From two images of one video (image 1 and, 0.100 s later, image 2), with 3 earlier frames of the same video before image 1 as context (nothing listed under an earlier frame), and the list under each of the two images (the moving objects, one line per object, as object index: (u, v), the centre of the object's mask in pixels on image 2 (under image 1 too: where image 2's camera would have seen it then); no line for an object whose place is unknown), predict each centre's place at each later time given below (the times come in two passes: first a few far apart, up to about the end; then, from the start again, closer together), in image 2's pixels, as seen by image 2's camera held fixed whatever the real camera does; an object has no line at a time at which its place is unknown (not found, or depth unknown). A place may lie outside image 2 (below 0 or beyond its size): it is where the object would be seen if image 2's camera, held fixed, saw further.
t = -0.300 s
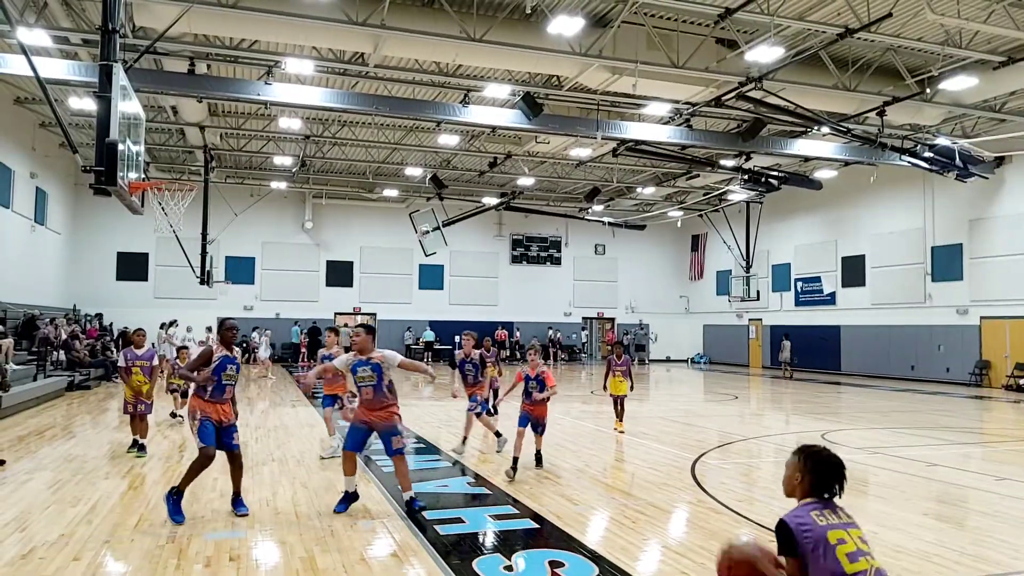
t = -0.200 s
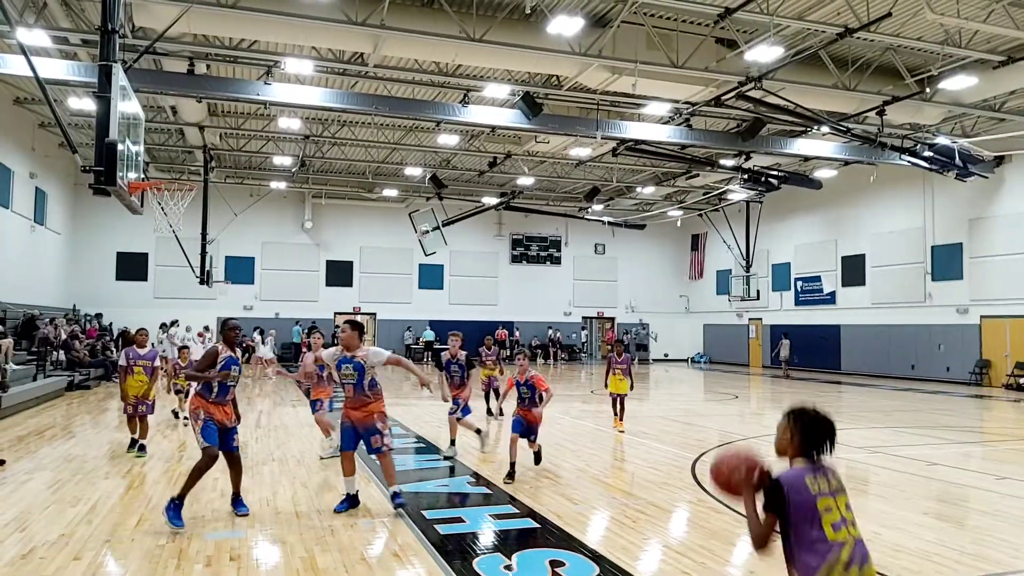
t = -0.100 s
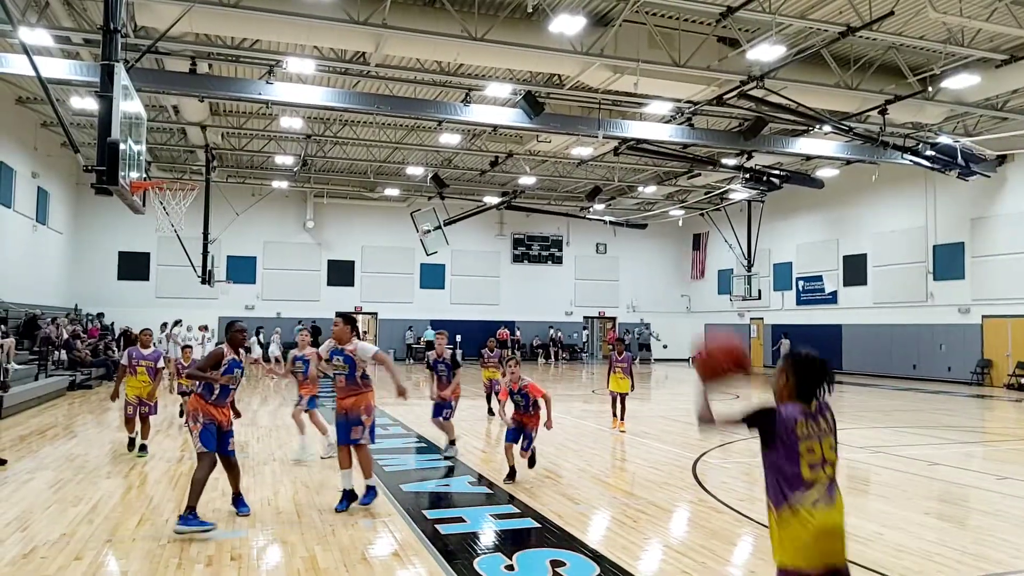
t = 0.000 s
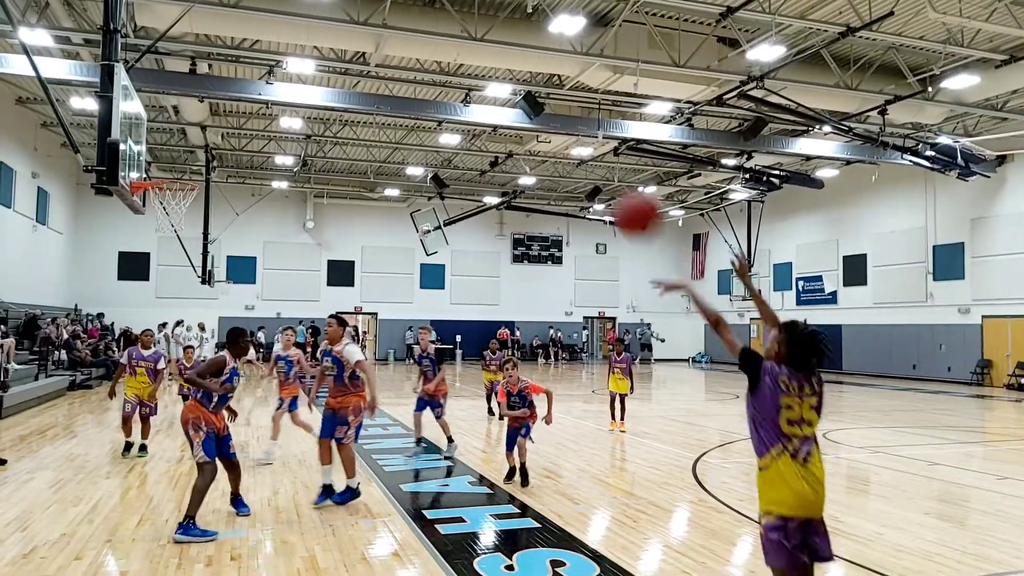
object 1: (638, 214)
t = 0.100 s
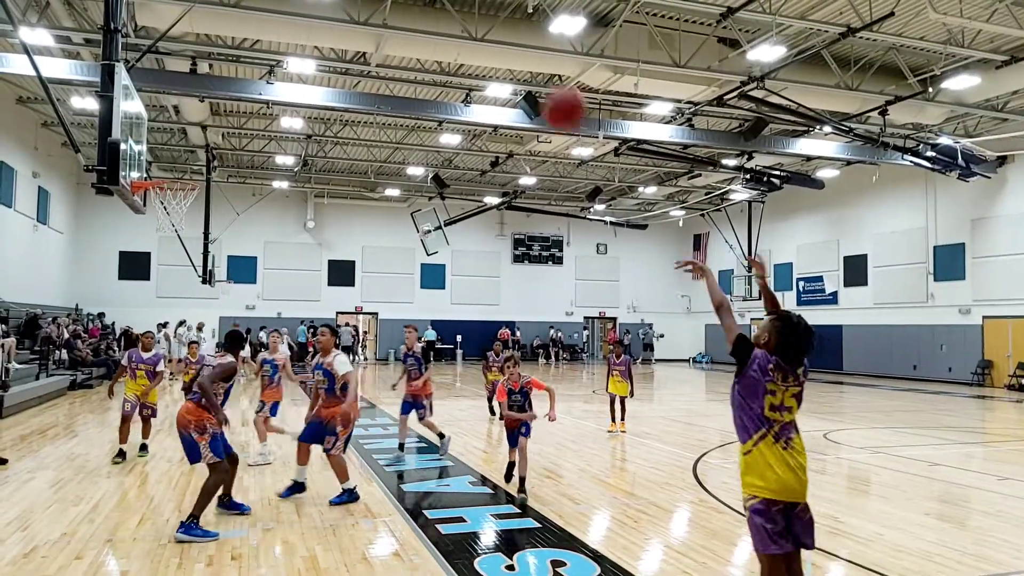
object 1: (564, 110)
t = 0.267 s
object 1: (468, 9)
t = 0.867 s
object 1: (262, 17)
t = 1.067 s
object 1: (219, 99)
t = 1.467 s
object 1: (170, 144)
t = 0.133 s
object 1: (543, 82)
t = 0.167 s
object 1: (523, 56)
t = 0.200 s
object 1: (503, 34)
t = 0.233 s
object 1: (485, 17)
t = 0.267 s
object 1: (468, 9)
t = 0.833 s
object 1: (270, 9)
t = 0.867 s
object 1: (262, 17)
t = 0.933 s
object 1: (246, 42)
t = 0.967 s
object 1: (239, 55)
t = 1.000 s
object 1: (232, 68)
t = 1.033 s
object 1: (225, 83)
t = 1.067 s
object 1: (219, 99)
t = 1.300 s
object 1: (166, 164)
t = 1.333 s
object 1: (157, 158)
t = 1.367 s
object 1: (147, 153)
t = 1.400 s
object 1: (154, 149)
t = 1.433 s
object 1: (161, 146)
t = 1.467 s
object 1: (170, 144)
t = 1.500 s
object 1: (179, 143)
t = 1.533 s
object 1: (187, 142)
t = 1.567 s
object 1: (196, 142)
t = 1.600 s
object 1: (204, 145)
